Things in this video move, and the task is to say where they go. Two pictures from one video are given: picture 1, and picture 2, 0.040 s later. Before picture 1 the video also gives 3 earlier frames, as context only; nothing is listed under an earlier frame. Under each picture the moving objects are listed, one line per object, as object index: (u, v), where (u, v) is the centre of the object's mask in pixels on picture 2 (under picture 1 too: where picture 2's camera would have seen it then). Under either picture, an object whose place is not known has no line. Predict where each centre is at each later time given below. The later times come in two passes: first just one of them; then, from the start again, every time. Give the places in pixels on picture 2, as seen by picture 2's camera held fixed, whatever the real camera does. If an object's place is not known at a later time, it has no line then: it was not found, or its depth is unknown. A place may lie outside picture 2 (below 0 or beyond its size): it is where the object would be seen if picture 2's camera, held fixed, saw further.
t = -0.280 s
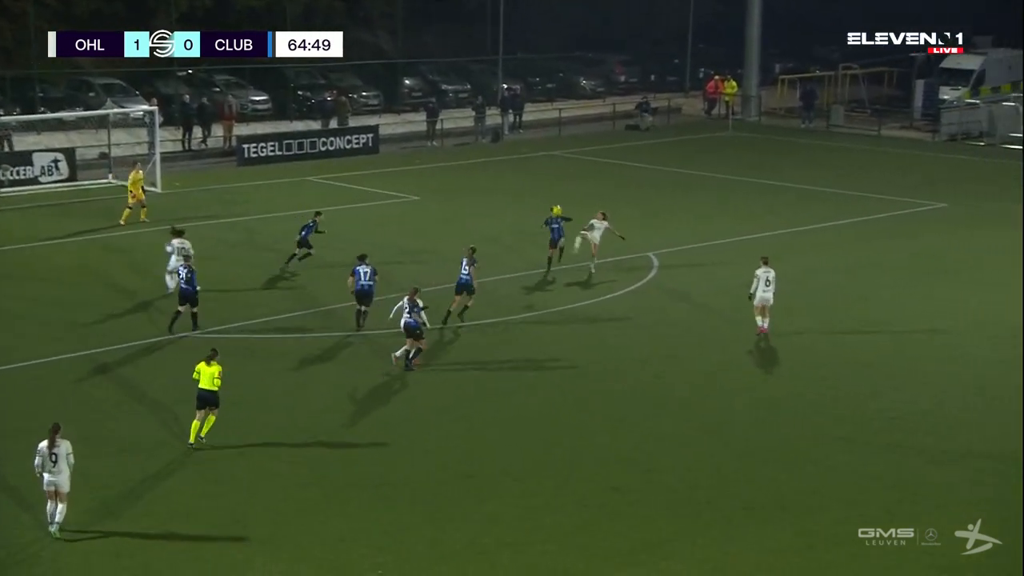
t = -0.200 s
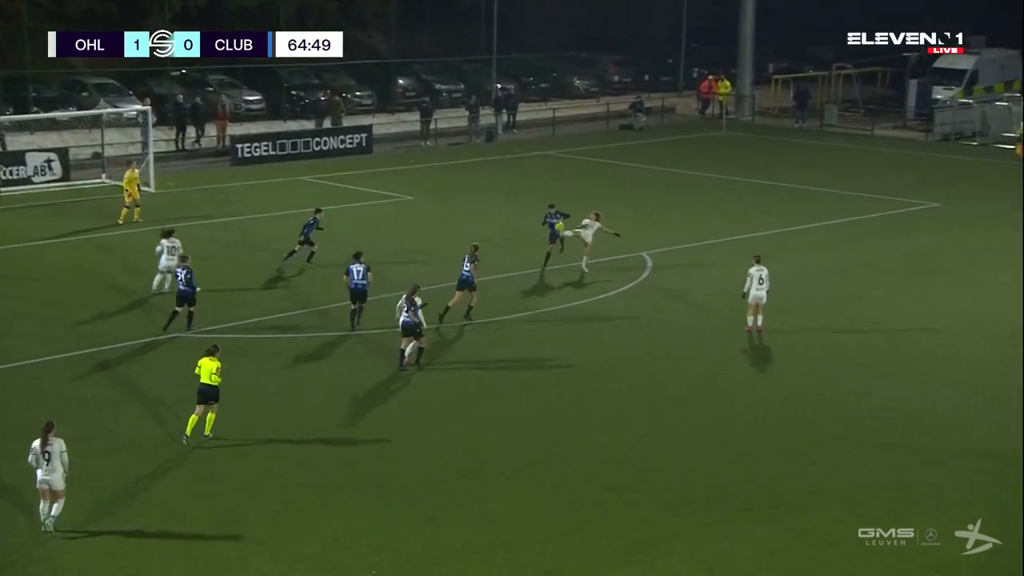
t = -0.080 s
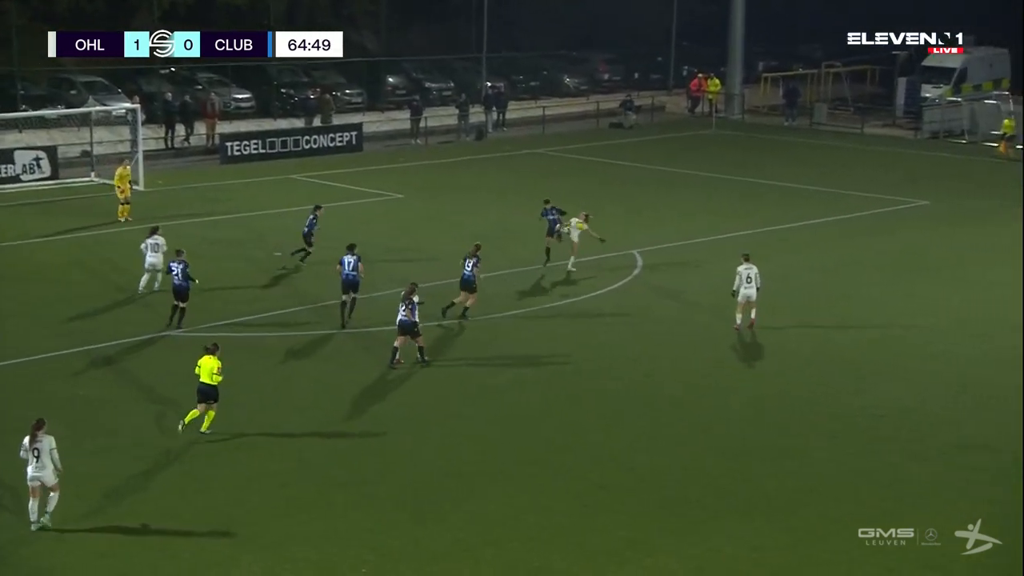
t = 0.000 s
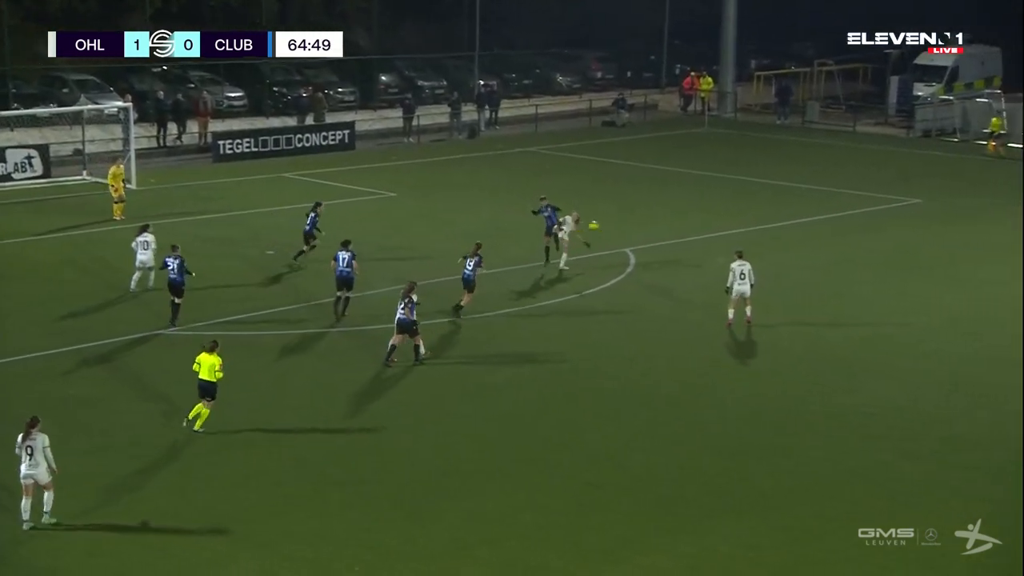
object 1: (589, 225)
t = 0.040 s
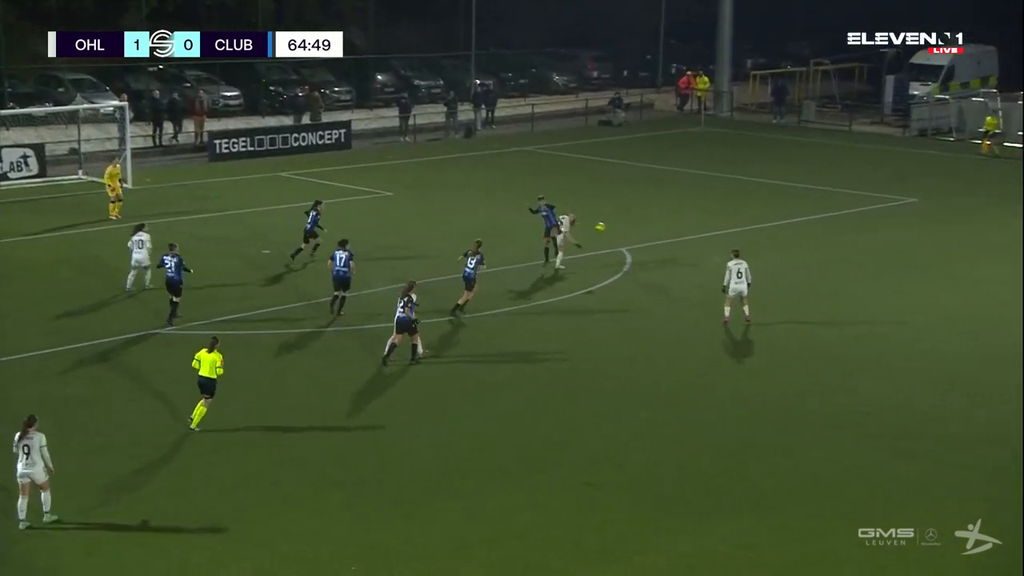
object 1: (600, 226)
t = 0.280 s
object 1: (659, 254)
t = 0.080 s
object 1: (610, 229)
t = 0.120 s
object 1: (620, 233)
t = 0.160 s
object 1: (630, 237)
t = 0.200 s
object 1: (639, 242)
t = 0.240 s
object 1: (649, 247)
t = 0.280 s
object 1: (659, 254)
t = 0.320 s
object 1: (669, 260)
